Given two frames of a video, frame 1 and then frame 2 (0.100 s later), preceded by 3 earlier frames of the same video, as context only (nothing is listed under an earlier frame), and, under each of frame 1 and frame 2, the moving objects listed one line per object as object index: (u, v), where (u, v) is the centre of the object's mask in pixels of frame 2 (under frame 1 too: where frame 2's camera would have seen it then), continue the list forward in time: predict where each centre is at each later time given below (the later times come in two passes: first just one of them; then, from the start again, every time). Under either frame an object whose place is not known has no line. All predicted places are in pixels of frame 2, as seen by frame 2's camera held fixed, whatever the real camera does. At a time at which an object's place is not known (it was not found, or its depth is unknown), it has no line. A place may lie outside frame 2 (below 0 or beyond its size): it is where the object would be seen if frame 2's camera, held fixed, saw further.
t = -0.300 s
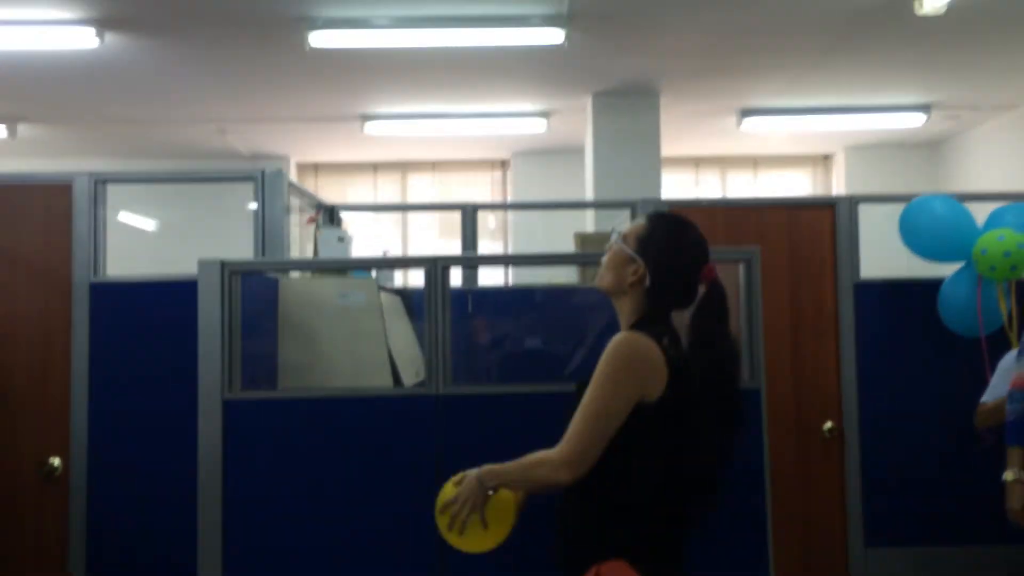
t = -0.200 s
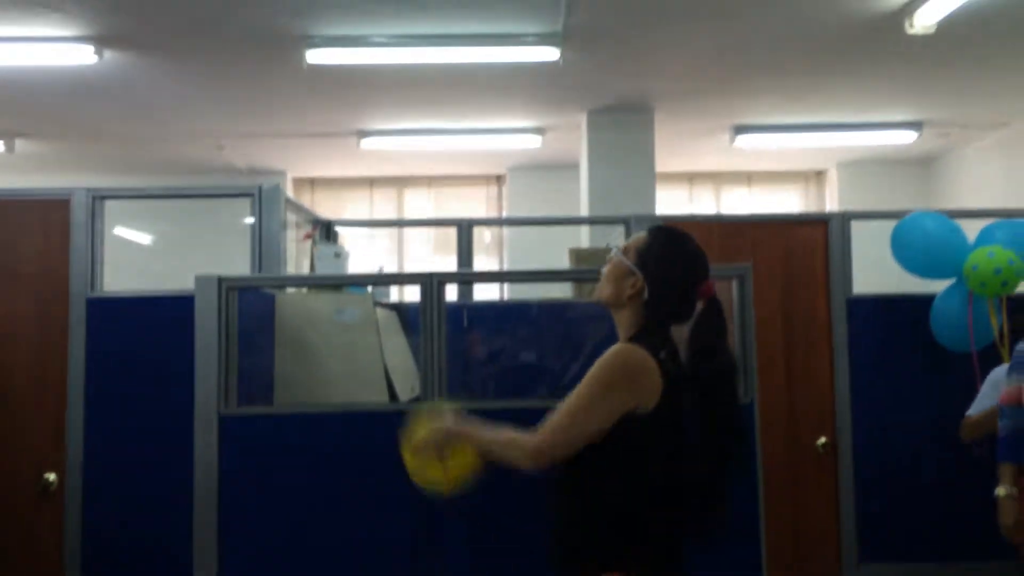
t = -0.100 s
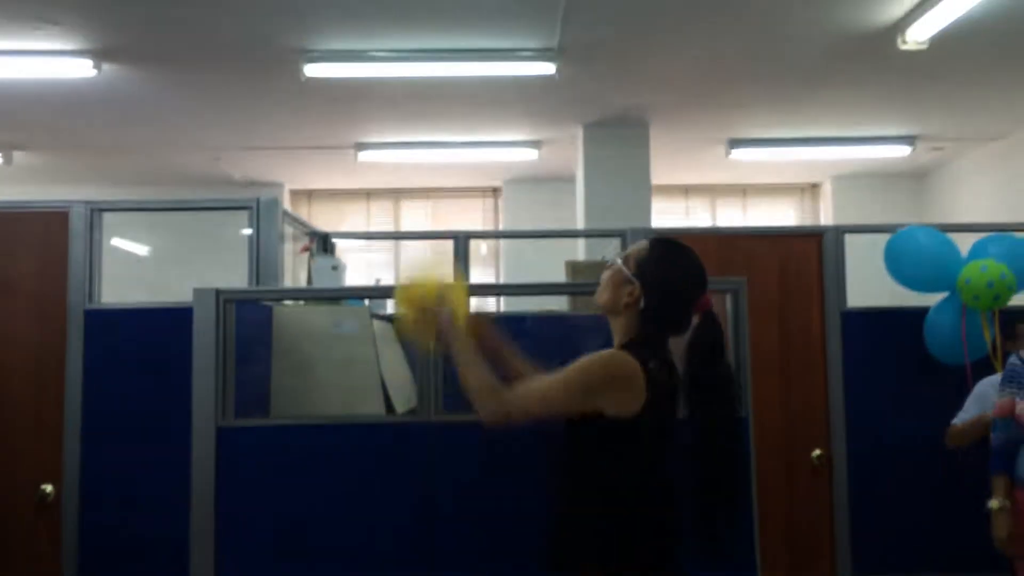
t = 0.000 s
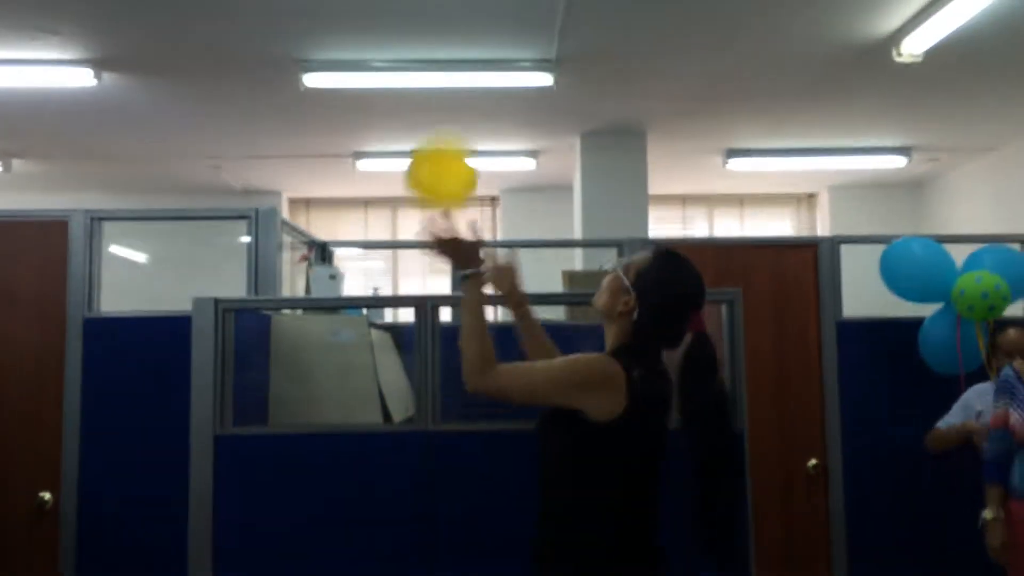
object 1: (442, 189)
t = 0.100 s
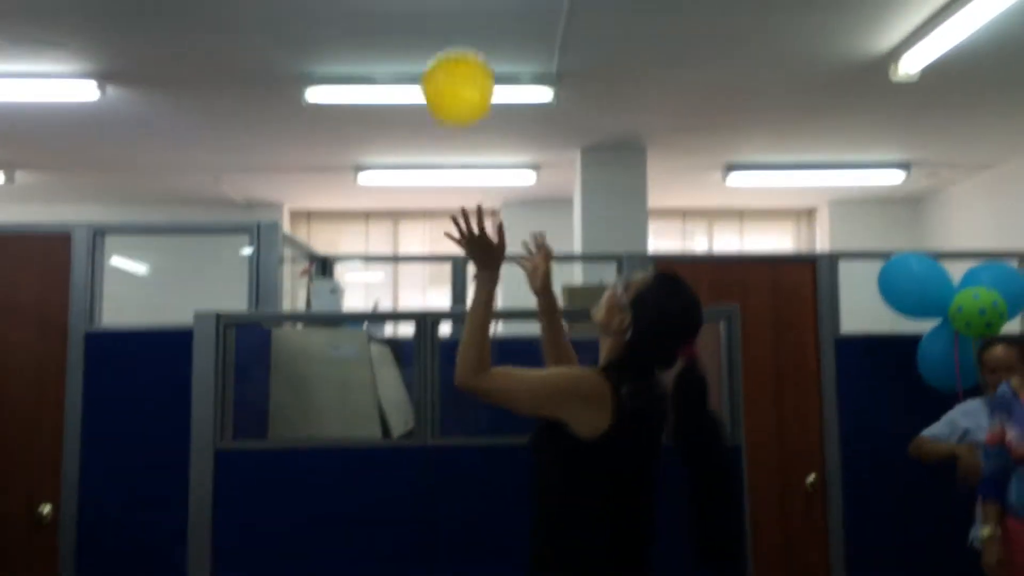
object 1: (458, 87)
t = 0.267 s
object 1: (488, -7)
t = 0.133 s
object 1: (464, 58)
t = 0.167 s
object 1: (470, 38)
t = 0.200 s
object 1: (476, 19)
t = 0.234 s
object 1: (483, 3)
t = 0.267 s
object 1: (488, -7)
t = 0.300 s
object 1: (494, -14)
